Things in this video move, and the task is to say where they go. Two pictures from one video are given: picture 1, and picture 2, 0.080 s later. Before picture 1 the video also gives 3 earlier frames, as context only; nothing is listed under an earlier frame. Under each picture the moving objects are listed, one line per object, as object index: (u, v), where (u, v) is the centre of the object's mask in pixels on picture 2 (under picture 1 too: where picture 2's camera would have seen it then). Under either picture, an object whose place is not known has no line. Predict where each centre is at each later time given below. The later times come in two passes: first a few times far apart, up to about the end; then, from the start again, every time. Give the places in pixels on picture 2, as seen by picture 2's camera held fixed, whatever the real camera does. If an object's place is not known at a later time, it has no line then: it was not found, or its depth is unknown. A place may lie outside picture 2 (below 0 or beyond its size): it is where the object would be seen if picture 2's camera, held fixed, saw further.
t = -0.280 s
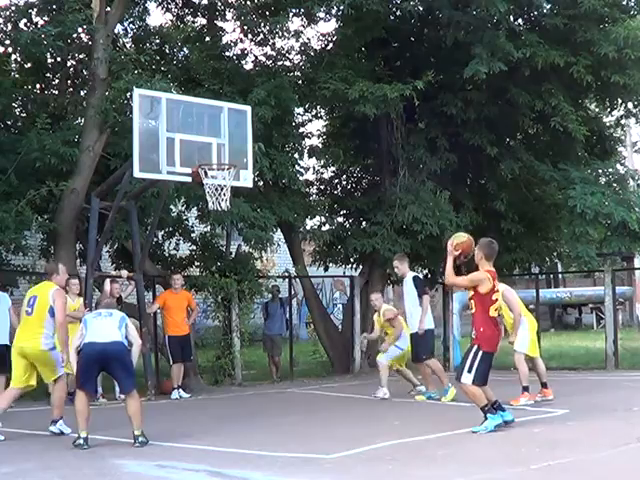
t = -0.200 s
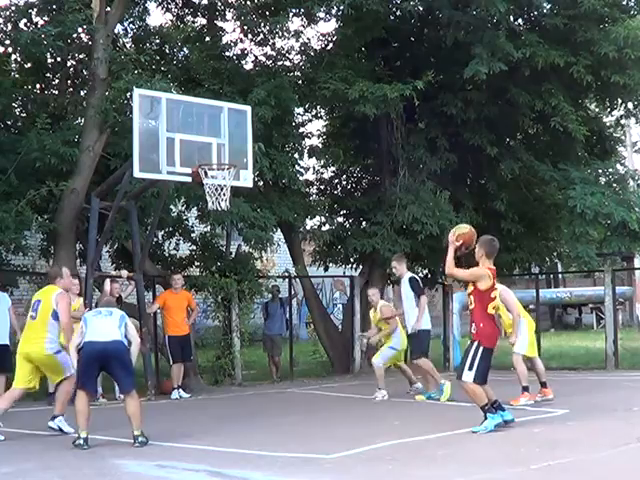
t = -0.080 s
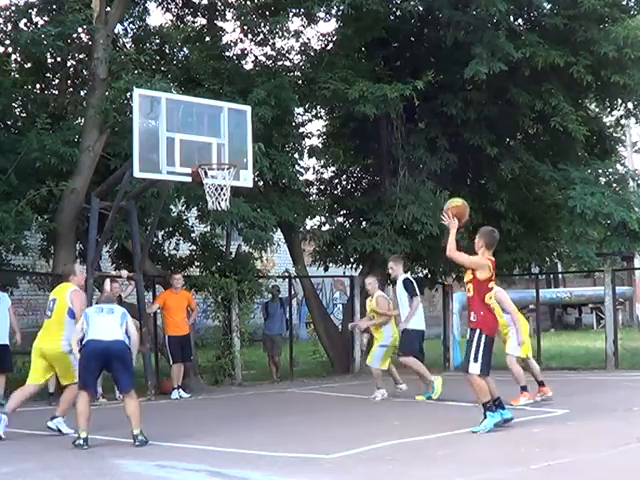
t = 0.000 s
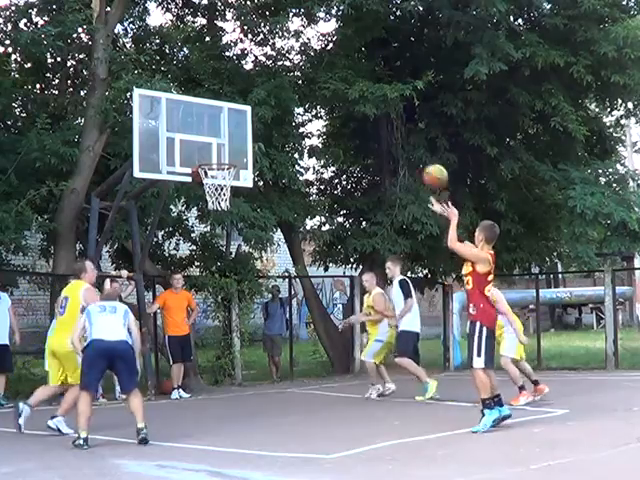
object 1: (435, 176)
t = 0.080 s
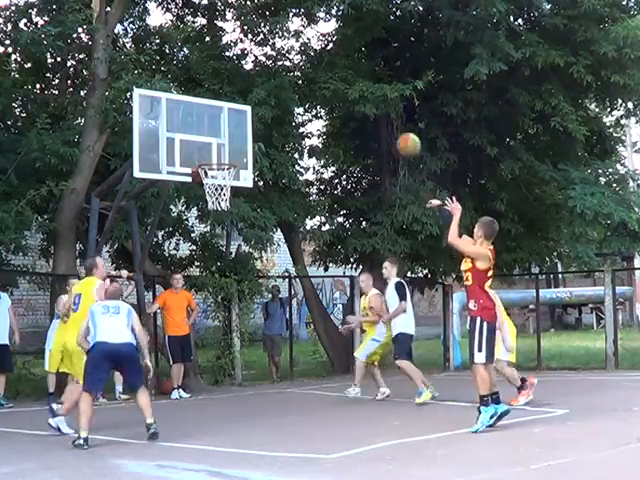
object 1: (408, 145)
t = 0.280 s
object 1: (348, 97)
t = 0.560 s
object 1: (276, 92)
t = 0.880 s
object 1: (208, 159)
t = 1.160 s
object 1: (234, 179)
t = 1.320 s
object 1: (241, 196)
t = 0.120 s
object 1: (396, 132)
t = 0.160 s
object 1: (383, 121)
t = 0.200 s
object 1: (371, 111)
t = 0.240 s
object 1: (359, 103)
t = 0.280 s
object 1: (348, 97)
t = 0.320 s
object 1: (337, 92)
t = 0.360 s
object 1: (326, 88)
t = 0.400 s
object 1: (315, 86)
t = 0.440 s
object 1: (305, 86)
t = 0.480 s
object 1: (295, 86)
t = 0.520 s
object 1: (286, 88)
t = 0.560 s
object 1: (276, 92)
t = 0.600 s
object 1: (267, 96)
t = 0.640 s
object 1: (258, 102)
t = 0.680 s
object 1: (249, 110)
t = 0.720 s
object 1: (240, 119)
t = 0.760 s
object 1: (230, 128)
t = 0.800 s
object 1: (223, 138)
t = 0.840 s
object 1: (215, 151)
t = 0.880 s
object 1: (208, 159)
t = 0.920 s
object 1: (209, 163)
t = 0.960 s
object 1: (212, 168)
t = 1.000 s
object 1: (217, 170)
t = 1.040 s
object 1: (220, 172)
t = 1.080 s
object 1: (226, 174)
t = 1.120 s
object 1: (230, 177)
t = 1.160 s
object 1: (234, 179)
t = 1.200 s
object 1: (234, 176)
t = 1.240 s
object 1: (237, 192)
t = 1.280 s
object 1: (238, 197)
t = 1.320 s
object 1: (241, 196)
